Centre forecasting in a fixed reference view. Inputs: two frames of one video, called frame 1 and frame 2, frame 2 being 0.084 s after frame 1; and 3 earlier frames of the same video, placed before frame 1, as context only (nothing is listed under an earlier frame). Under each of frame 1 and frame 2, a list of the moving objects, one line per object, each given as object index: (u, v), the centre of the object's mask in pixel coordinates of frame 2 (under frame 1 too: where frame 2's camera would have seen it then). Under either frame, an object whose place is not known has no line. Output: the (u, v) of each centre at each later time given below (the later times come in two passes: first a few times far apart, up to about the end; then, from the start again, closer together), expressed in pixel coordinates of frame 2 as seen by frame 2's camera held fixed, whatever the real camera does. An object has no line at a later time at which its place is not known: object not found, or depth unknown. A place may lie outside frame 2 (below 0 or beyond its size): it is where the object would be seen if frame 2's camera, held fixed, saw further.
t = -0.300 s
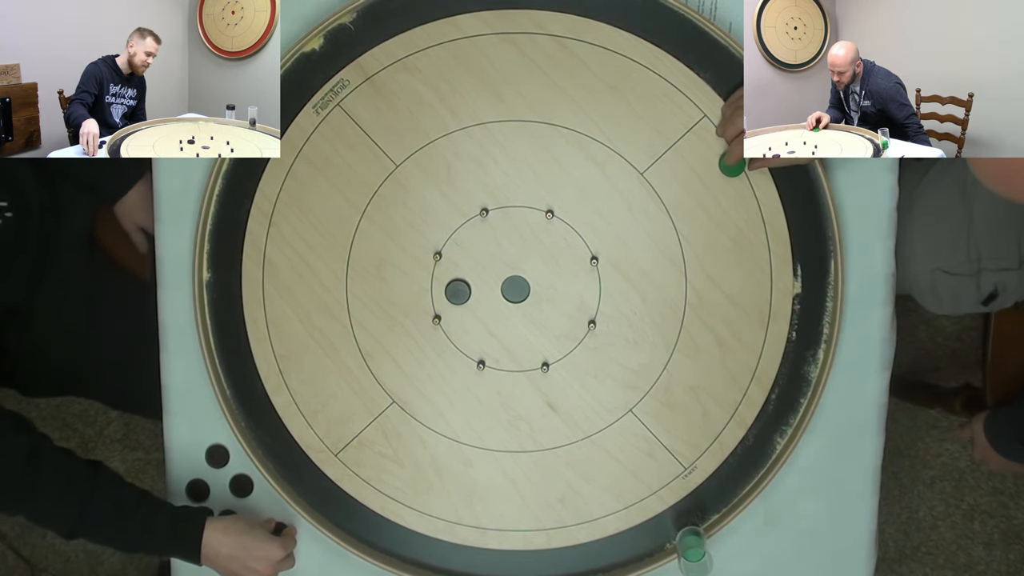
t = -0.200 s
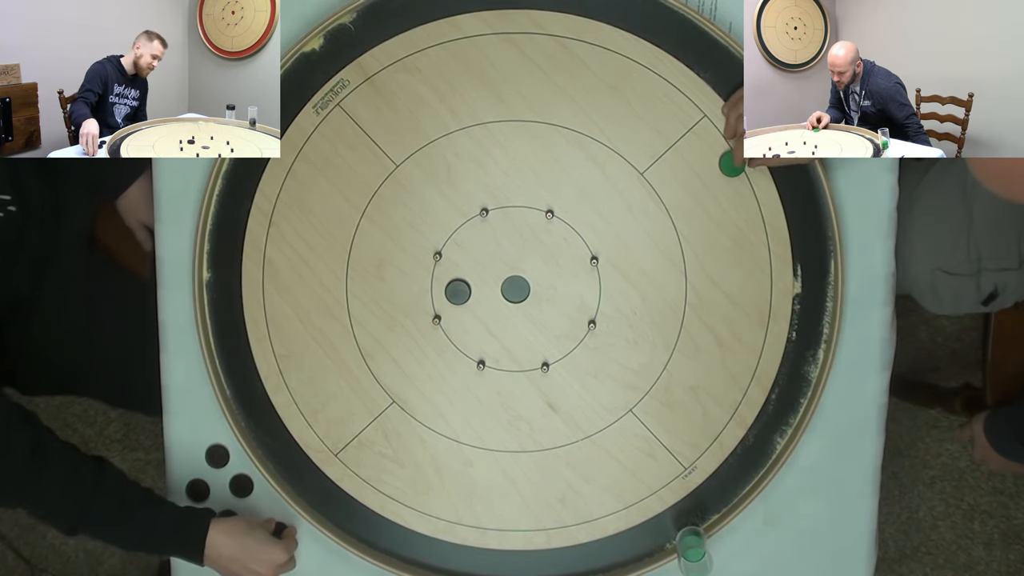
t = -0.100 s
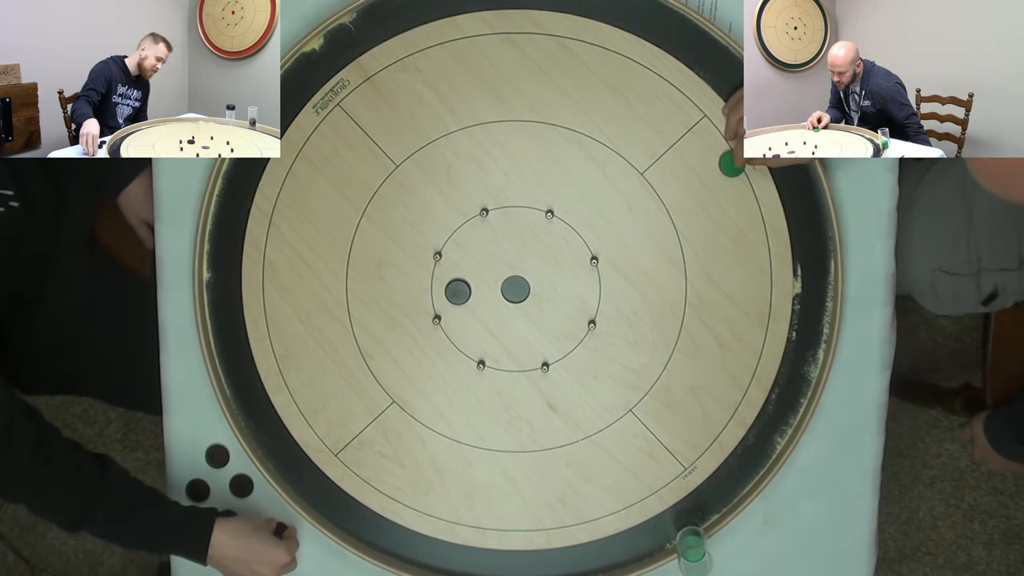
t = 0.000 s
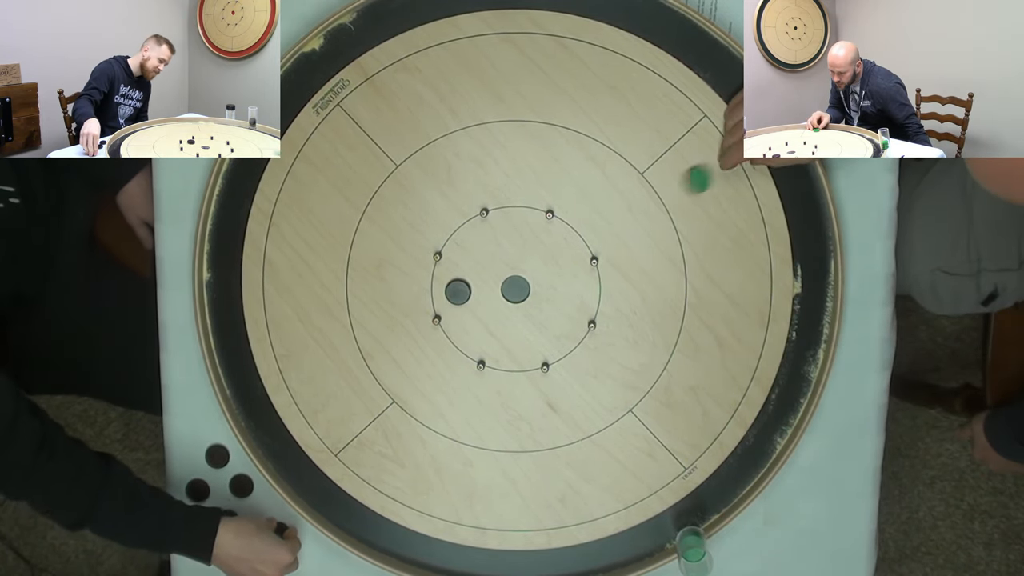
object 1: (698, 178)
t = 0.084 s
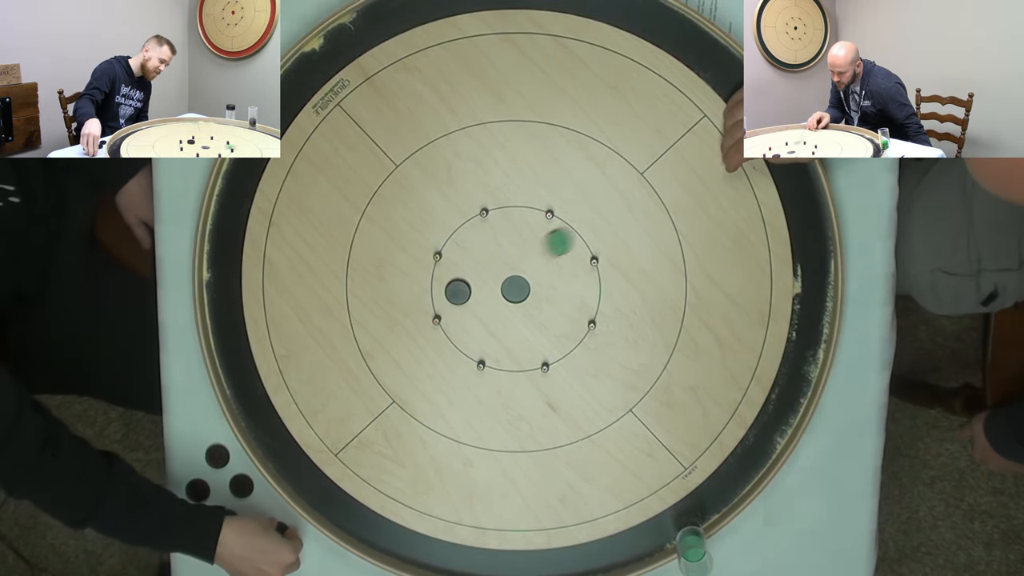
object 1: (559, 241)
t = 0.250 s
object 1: (454, 263)
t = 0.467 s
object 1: (486, 259)
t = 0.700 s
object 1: (486, 259)
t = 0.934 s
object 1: (486, 259)
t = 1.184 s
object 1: (486, 259)
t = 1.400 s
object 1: (486, 259)
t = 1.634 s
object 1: (486, 259)
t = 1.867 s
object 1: (486, 259)
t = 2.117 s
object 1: (486, 259)
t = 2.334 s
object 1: (486, 259)
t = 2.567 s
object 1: (486, 260)
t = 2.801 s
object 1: (486, 259)
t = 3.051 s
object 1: (486, 259)
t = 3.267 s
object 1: (486, 259)
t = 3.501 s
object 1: (486, 259)
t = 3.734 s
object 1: (486, 259)
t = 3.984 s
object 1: (486, 259)
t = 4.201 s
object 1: (486, 259)
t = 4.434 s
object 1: (486, 260)
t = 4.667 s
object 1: (486, 260)
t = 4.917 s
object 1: (486, 260)
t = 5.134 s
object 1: (486, 260)
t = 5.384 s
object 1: (486, 259)
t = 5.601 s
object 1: (486, 259)
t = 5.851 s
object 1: (486, 259)
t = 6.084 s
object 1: (486, 259)
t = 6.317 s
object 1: (486, 259)
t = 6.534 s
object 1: (486, 259)
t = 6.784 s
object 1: (486, 259)
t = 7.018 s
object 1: (486, 259)
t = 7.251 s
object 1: (486, 259)
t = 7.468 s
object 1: (486, 259)
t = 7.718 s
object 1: (486, 260)
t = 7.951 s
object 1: (486, 259)
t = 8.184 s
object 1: (486, 259)
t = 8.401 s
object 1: (486, 259)
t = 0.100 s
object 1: (532, 253)
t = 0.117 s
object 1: (506, 265)
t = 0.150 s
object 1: (475, 275)
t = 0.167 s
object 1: (471, 273)
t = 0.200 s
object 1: (463, 269)
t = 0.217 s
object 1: (459, 267)
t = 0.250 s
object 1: (454, 263)
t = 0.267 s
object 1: (458, 263)
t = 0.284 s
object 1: (462, 262)
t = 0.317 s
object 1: (469, 262)
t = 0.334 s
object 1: (472, 261)
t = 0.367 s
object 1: (478, 261)
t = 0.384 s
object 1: (480, 260)
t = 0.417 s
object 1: (484, 260)
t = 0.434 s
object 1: (485, 260)
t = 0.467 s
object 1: (486, 259)
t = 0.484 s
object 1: (486, 259)
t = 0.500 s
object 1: (486, 259)
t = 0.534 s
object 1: (486, 259)
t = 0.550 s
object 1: (486, 259)
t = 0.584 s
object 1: (486, 259)
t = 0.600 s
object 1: (486, 259)
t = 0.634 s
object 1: (486, 259)
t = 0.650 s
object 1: (486, 259)
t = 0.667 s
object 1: (486, 259)
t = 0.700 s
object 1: (486, 259)
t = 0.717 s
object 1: (486, 259)
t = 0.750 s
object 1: (486, 259)
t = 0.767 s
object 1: (486, 259)
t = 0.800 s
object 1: (486, 259)
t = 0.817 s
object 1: (486, 259)
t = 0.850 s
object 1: (486, 259)
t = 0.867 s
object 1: (486, 259)
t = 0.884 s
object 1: (486, 259)
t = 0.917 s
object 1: (486, 259)
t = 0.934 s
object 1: (486, 259)
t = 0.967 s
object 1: (486, 259)
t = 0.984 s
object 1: (486, 259)
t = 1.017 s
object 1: (486, 259)
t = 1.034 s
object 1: (486, 259)
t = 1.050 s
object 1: (486, 259)
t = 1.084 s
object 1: (486, 259)
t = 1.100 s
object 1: (486, 259)
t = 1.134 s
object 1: (486, 259)
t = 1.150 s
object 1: (486, 259)
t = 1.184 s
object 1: (486, 259)
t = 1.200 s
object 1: (486, 259)
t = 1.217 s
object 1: (486, 259)
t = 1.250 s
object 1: (486, 260)
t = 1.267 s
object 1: (486, 259)
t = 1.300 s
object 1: (486, 259)
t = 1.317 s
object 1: (486, 259)
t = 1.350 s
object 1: (486, 259)
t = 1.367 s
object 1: (486, 259)
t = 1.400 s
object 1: (486, 259)
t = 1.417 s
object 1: (486, 259)
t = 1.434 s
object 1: (486, 259)
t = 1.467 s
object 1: (486, 259)
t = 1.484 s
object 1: (486, 259)
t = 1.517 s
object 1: (486, 259)
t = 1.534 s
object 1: (486, 259)
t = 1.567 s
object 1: (486, 259)
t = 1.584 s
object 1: (486, 259)
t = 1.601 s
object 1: (486, 259)
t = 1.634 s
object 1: (486, 259)
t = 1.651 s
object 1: (486, 259)
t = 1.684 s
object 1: (486, 259)
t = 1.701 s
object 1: (486, 259)
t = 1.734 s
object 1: (486, 259)
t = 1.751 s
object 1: (486, 259)
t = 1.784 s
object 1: (486, 259)
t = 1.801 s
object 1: (486, 259)
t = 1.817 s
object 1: (486, 259)
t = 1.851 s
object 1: (486, 259)
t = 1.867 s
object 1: (486, 259)
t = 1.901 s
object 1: (486, 259)
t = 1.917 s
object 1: (486, 259)
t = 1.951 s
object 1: (486, 259)
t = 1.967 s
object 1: (486, 259)
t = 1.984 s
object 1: (486, 260)
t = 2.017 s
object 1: (486, 259)
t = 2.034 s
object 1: (486, 259)
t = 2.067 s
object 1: (486, 259)
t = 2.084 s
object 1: (486, 259)
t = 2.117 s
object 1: (486, 259)
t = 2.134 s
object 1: (486, 259)
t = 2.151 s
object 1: (486, 259)
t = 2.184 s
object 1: (486, 260)
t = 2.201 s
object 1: (486, 260)
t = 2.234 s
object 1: (486, 259)
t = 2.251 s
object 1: (486, 260)
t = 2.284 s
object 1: (486, 260)
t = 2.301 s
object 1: (486, 260)
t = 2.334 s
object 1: (486, 259)
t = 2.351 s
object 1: (486, 259)
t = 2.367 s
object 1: (486, 259)
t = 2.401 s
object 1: (486, 259)
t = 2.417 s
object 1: (486, 260)
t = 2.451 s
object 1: (486, 259)
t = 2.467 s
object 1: (486, 260)
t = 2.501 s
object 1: (486, 259)
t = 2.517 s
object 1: (486, 260)
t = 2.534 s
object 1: (486, 259)
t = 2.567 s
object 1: (486, 260)
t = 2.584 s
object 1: (486, 259)
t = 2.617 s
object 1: (486, 260)
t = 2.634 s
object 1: (486, 259)
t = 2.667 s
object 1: (486, 260)
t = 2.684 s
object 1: (486, 260)
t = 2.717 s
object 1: (486, 259)
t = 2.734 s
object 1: (486, 259)
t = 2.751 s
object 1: (486, 260)
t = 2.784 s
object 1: (486, 259)
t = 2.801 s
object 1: (486, 259)
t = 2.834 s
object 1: (486, 260)
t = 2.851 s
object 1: (486, 260)
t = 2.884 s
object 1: (486, 259)
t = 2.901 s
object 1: (486, 260)
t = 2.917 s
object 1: (486, 259)
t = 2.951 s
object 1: (486, 259)
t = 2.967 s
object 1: (486, 259)
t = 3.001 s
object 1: (486, 259)
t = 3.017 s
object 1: (486, 259)
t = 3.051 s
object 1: (486, 259)
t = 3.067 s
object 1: (486, 259)
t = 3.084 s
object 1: (486, 259)
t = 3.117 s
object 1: (486, 259)
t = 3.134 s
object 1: (486, 259)
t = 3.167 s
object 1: (486, 259)
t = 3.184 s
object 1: (486, 259)
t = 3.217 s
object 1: (486, 259)
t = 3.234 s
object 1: (486, 259)
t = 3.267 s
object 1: (486, 259)
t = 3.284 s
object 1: (486, 259)
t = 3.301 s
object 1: (486, 259)
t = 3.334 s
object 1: (486, 259)
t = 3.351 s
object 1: (486, 260)
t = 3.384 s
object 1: (486, 259)
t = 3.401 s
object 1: (486, 259)
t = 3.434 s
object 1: (486, 259)
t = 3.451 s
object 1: (486, 259)
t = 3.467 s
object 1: (486, 259)
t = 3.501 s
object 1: (486, 259)
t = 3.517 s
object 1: (486, 259)
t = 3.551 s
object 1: (486, 259)
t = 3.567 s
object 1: (486, 259)
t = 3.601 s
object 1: (486, 259)
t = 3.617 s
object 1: (486, 259)
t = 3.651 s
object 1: (486, 259)
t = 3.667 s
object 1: (486, 259)
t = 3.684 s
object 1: (486, 259)
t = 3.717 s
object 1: (486, 259)
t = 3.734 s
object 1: (486, 259)
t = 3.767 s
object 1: (486, 259)
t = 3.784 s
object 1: (486, 259)
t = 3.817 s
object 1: (486, 259)
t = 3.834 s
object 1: (486, 259)
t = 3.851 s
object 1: (486, 259)
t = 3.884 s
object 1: (486, 259)
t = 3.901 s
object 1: (486, 259)
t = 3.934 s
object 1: (486, 259)
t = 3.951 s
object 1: (486, 259)
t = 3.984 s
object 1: (486, 259)
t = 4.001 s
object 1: (486, 259)
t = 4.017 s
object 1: (486, 259)
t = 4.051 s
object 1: (486, 259)
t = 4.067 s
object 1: (486, 259)
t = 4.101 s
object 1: (486, 259)
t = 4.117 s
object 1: (486, 260)
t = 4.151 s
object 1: (486, 260)
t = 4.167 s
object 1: (486, 259)
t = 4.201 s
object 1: (486, 259)
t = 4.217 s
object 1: (486, 259)
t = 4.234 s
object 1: (486, 260)
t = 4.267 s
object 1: (486, 260)
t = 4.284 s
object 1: (486, 260)
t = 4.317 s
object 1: (486, 260)
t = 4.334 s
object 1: (486, 259)
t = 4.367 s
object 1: (486, 259)
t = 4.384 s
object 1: (486, 259)
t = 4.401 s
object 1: (486, 259)
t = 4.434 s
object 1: (486, 260)
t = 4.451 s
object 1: (486, 260)
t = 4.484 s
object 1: (486, 260)
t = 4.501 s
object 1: (486, 260)
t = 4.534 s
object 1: (486, 260)
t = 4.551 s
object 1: (486, 260)
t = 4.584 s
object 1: (486, 260)
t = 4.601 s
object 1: (486, 259)
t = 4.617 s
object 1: (486, 260)
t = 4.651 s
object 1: (486, 260)
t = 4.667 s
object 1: (486, 260)
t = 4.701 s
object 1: (486, 259)
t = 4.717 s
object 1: (486, 260)
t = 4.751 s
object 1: (486, 259)
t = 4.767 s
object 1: (486, 260)
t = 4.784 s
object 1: (486, 260)
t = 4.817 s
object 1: (486, 260)
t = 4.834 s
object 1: (486, 260)
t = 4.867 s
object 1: (486, 260)
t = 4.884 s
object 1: (486, 260)
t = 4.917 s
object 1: (486, 260)
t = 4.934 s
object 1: (486, 260)
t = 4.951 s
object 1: (486, 260)
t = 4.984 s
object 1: (486, 260)
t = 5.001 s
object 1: (486, 260)
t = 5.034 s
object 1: (486, 260)
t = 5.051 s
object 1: (486, 259)
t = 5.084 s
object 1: (486, 259)
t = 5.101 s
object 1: (486, 260)
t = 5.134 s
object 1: (486, 260)
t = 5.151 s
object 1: (486, 260)
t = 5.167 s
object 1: (486, 259)
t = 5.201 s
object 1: (486, 260)
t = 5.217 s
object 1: (486, 260)
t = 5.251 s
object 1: (486, 259)
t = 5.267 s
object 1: (486, 259)
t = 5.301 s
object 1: (486, 259)
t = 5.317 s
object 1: (486, 259)
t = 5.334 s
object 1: (486, 259)
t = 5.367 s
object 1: (486, 259)
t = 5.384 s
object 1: (486, 259)
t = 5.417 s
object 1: (486, 259)
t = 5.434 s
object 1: (486, 259)
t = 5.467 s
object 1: (486, 259)
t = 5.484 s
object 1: (486, 259)
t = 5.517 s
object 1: (486, 259)
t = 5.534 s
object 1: (486, 259)
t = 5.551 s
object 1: (486, 259)
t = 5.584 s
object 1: (486, 259)
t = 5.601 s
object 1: (486, 259)
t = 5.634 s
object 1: (486, 259)
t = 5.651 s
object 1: (486, 259)
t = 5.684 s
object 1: (486, 259)
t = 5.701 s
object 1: (486, 259)
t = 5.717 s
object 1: (486, 259)
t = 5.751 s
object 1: (486, 259)
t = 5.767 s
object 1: (486, 259)
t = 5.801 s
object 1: (486, 259)
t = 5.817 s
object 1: (486, 259)
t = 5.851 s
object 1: (486, 259)
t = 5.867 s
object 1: (486, 259)
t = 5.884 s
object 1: (486, 259)
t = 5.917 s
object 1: (486, 259)
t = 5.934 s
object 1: (486, 259)
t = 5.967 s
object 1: (486, 259)
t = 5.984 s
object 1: (486, 259)
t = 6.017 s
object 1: (486, 259)
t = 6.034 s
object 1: (486, 259)
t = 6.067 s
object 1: (486, 259)
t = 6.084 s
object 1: (486, 259)
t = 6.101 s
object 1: (486, 259)
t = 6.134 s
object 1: (486, 259)
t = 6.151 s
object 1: (486, 259)
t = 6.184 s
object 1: (486, 259)
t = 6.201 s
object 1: (486, 259)
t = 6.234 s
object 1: (486, 259)
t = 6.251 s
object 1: (486, 259)
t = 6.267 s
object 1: (486, 259)
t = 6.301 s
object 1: (486, 259)
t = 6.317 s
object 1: (486, 259)
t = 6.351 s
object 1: (486, 259)
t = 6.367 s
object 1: (486, 259)
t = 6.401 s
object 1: (486, 259)
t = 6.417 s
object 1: (486, 259)
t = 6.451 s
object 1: (486, 259)
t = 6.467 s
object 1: (486, 259)
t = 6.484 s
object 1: (486, 259)
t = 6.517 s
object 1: (486, 259)
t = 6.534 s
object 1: (486, 259)
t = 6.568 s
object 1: (486, 259)
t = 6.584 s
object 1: (486, 259)
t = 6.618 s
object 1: (486, 259)
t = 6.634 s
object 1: (486, 259)
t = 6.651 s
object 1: (486, 259)
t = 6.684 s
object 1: (486, 259)
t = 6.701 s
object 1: (486, 259)
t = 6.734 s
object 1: (486, 259)
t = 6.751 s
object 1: (486, 259)
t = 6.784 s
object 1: (486, 259)
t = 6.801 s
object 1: (486, 259)
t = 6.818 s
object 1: (486, 259)
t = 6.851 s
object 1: (486, 259)
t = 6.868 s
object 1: (486, 259)
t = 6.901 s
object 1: (486, 259)
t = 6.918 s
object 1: (486, 259)
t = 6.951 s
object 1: (486, 259)
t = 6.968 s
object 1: (486, 259)
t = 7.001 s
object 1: (486, 259)
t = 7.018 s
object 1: (486, 259)
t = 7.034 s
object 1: (486, 259)
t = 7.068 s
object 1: (486, 259)
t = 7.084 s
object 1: (486, 259)
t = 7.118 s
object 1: (486, 259)
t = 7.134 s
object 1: (486, 259)
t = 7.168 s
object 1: (486, 259)
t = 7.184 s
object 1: (486, 259)
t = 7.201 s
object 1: (486, 259)
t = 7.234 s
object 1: (486, 259)
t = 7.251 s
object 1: (486, 259)
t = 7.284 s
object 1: (486, 259)
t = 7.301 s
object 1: (486, 259)
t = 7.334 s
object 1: (486, 259)
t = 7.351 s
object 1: (486, 259)
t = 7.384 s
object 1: (486, 259)
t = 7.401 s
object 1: (486, 259)
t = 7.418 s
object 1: (486, 259)
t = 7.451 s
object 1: (486, 259)
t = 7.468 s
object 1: (486, 259)
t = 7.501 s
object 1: (486, 259)
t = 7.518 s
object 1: (486, 259)
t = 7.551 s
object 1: (486, 259)
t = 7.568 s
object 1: (486, 259)
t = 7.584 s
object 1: (486, 259)
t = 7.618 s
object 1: (486, 259)
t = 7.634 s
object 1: (486, 259)
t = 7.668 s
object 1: (486, 259)
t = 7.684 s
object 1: (486, 259)
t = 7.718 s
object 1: (486, 260)
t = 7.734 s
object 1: (486, 260)
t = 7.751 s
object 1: (486, 260)
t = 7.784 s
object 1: (486, 260)
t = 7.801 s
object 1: (486, 260)
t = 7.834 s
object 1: (486, 259)
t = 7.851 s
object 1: (486, 259)
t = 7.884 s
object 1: (486, 259)
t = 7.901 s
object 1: (486, 259)
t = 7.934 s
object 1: (486, 260)
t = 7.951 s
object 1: (486, 259)
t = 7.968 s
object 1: (486, 259)
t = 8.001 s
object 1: (486, 259)
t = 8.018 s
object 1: (486, 259)
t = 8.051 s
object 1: (486, 259)
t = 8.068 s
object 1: (486, 259)
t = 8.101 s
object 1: (486, 259)
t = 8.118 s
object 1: (486, 259)
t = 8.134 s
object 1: (486, 259)
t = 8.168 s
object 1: (486, 259)
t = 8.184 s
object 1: (486, 259)
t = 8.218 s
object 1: (486, 259)
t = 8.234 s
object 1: (486, 259)
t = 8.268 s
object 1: (486, 259)
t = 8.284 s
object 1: (486, 259)
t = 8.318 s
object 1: (486, 259)
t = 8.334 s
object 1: (486, 259)
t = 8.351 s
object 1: (486, 259)
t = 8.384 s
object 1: (486, 259)
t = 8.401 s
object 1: (486, 259)
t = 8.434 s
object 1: (486, 259)
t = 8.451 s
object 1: (486, 259)
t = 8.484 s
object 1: (486, 259)
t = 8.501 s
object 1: (486, 259)
